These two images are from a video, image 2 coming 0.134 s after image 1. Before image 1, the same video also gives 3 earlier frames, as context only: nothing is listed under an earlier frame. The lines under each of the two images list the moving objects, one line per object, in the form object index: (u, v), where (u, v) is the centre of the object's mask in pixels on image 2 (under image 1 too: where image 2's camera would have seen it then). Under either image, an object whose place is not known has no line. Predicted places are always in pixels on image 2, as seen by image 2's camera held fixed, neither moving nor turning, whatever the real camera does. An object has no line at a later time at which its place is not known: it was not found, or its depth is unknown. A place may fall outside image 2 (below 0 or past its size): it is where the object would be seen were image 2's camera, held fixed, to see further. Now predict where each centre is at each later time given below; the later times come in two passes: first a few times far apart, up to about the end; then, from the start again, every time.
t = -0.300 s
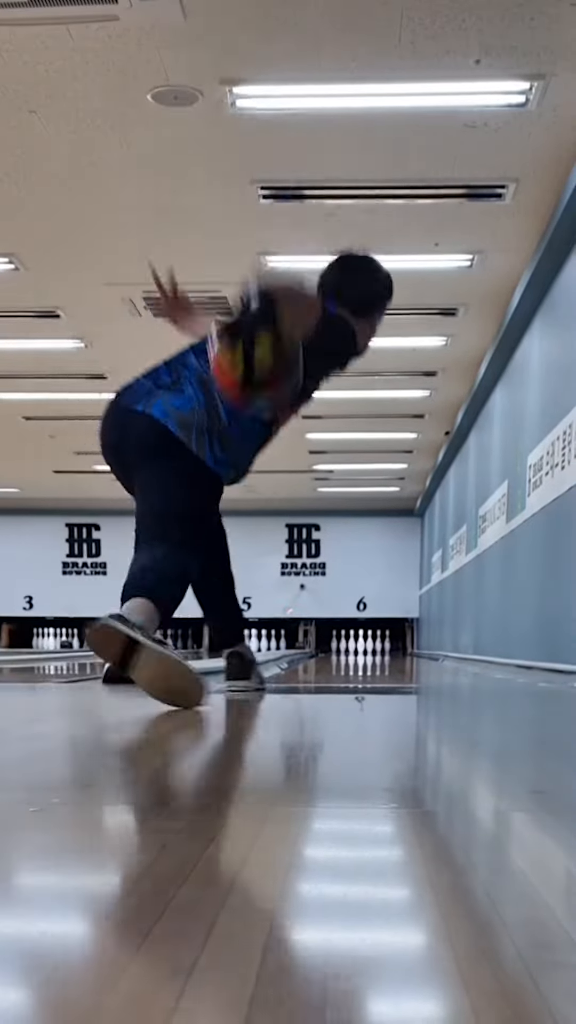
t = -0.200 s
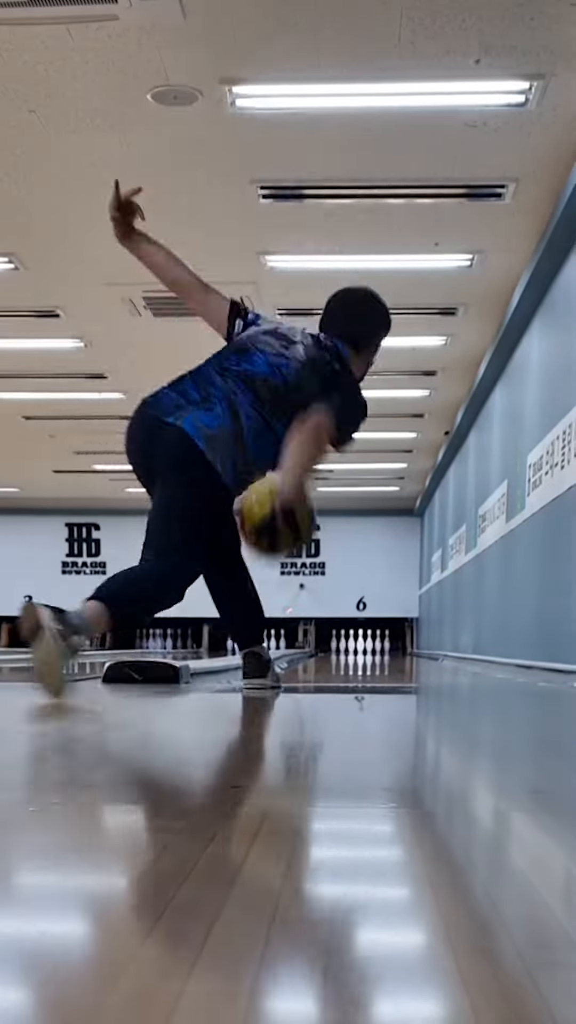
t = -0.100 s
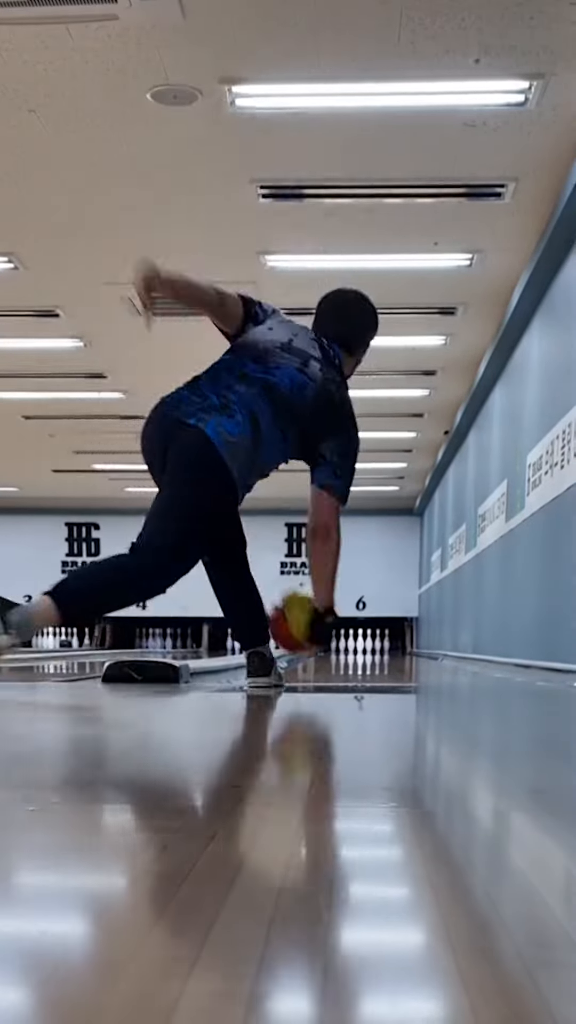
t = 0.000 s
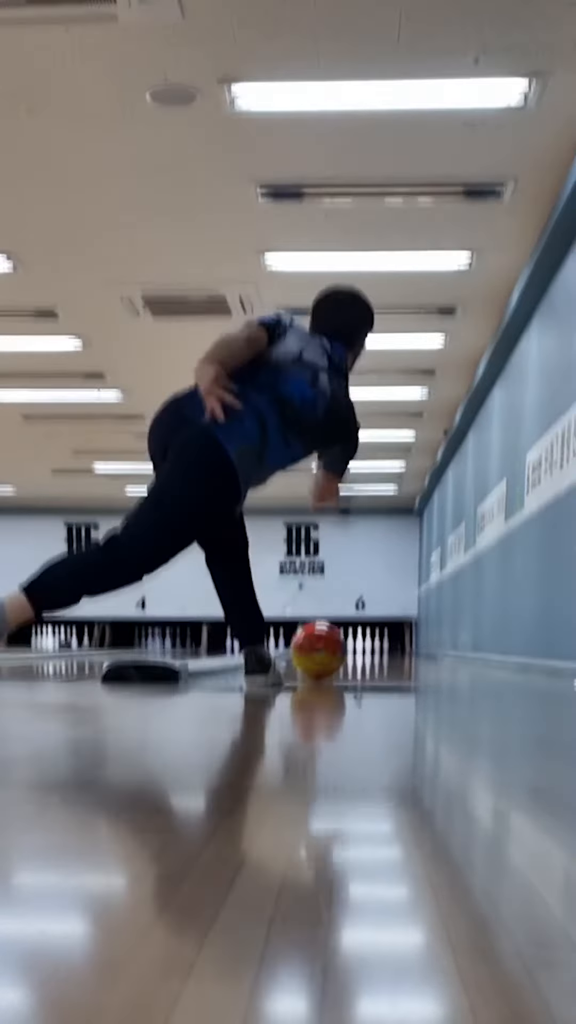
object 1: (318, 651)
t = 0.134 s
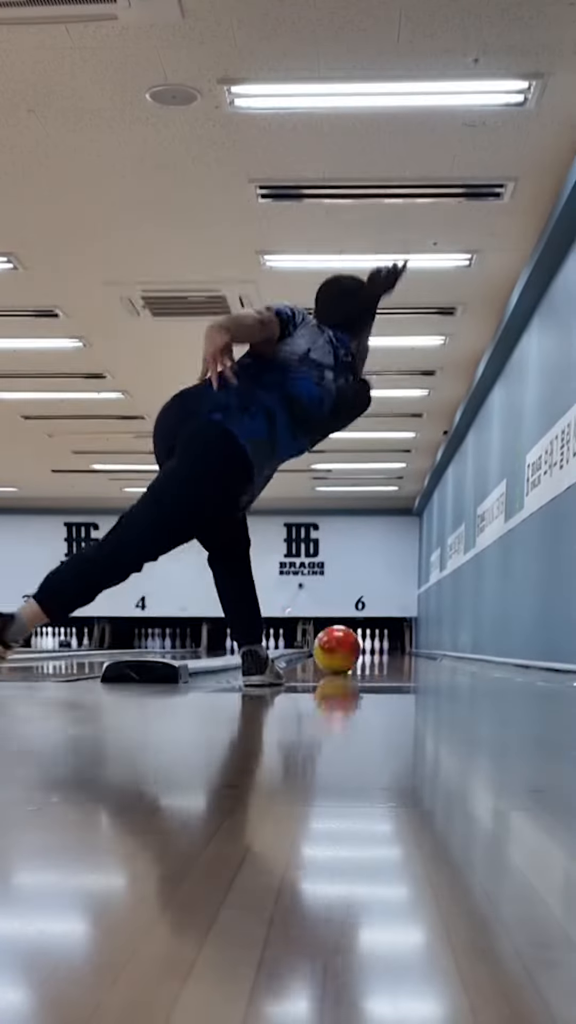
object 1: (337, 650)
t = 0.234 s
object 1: (347, 649)
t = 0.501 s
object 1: (367, 648)
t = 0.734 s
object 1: (376, 648)
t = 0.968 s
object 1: (383, 647)
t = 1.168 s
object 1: (385, 646)
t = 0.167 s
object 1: (340, 650)
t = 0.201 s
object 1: (344, 650)
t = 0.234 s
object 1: (347, 649)
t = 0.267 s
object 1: (350, 649)
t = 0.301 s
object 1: (353, 649)
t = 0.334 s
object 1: (356, 649)
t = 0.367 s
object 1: (359, 649)
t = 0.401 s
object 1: (361, 648)
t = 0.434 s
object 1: (363, 649)
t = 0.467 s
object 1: (364, 648)
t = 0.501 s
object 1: (367, 648)
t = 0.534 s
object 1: (368, 648)
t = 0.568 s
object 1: (370, 647)
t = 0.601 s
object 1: (371, 647)
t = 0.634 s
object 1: (373, 647)
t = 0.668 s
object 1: (375, 647)
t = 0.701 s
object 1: (376, 648)
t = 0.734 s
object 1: (376, 648)
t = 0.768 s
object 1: (378, 647)
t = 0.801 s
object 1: (378, 647)
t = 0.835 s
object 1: (380, 647)
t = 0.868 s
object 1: (381, 647)
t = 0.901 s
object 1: (382, 647)
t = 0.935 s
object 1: (382, 647)
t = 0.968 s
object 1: (383, 647)
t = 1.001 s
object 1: (383, 647)
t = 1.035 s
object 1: (384, 646)
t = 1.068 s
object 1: (384, 647)
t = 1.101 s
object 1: (385, 647)
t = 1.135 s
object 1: (385, 646)
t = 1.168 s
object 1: (385, 646)
